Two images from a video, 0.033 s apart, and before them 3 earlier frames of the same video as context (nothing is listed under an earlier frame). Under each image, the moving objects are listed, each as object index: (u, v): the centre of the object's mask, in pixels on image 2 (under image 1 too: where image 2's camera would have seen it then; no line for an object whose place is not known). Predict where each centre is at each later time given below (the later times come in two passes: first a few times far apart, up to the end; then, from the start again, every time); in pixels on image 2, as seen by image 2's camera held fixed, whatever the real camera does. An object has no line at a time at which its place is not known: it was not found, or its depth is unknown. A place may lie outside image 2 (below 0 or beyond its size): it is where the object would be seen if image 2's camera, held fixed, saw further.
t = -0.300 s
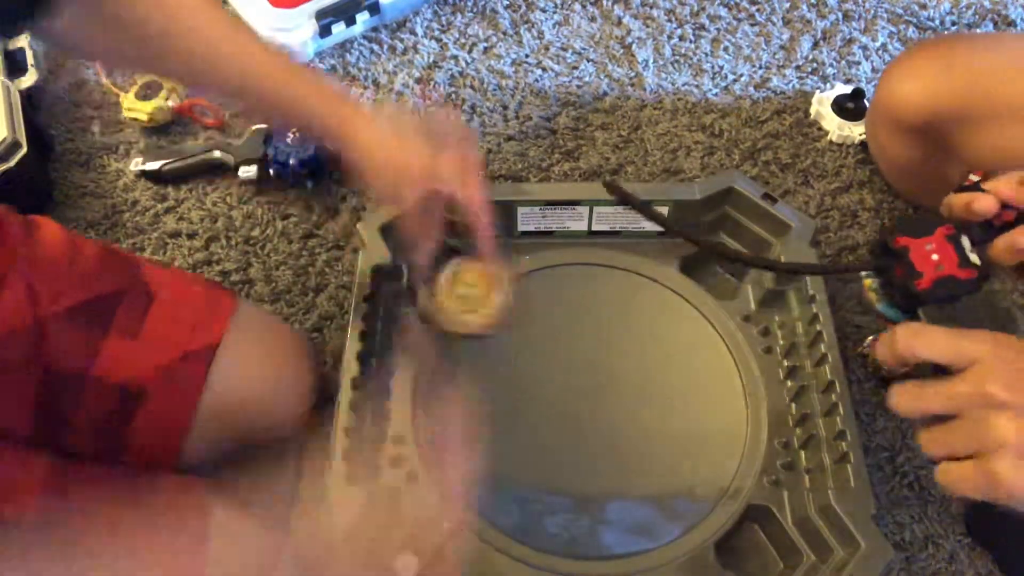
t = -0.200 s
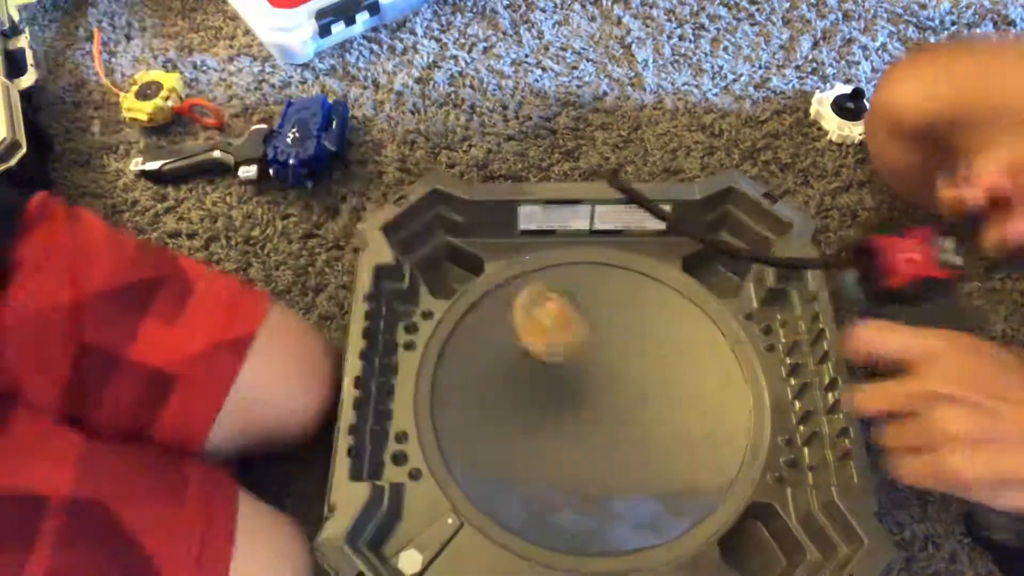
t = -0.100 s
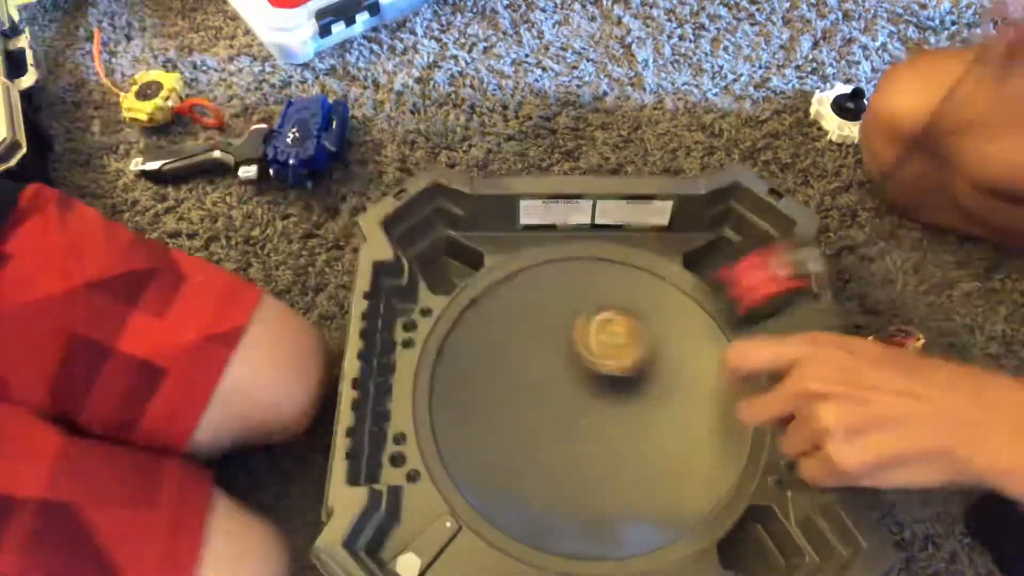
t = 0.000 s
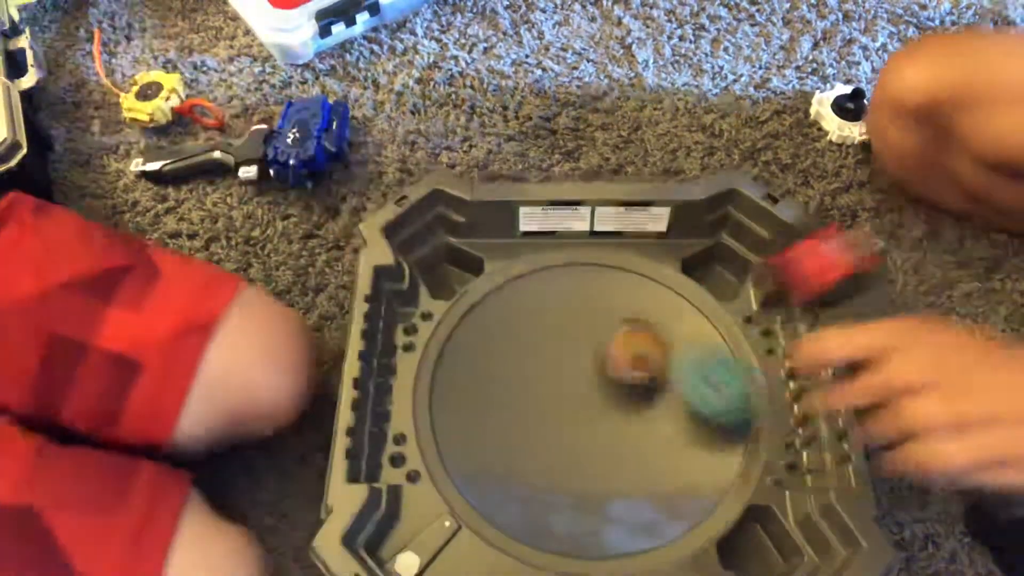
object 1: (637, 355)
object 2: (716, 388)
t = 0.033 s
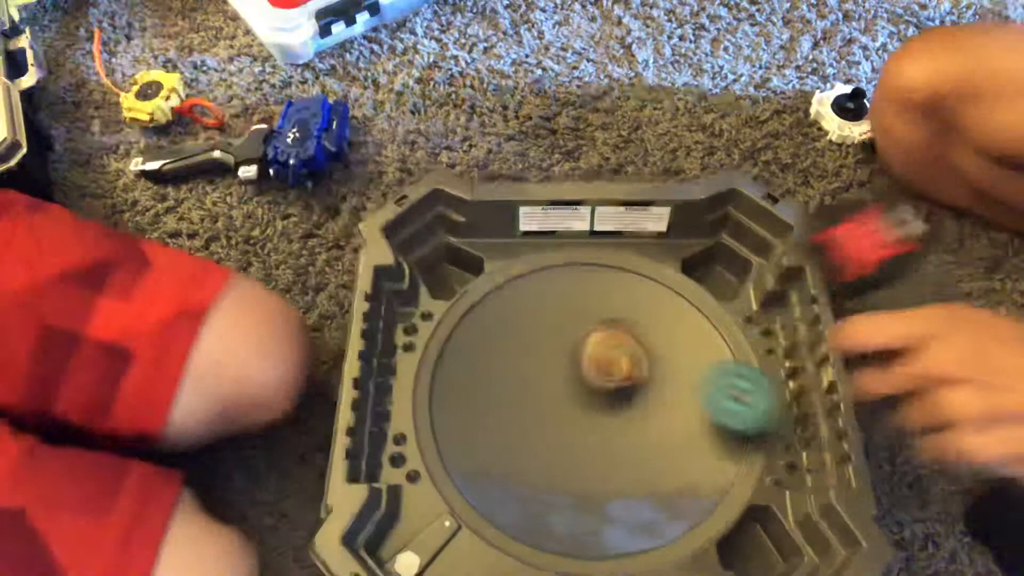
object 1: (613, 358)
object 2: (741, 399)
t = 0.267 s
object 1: (481, 401)
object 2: (653, 390)
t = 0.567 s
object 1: (481, 404)
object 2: (623, 425)
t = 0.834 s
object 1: (620, 431)
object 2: (700, 441)
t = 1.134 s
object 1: (629, 430)
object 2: (641, 354)
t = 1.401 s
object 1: (612, 449)
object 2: (487, 361)
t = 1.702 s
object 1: (559, 401)
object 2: (570, 526)
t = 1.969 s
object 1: (556, 391)
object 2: (711, 399)
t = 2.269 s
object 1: (583, 393)
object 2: (510, 279)
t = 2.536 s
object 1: (614, 390)
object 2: (469, 477)
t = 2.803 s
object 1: (613, 393)
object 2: (708, 456)
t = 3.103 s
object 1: (598, 401)
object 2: (616, 261)
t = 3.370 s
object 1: (594, 410)
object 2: (455, 377)
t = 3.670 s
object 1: (590, 407)
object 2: (682, 501)
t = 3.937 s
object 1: (586, 407)
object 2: (706, 328)
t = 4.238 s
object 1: (582, 404)
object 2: (516, 342)
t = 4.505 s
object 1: (589, 403)
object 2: (584, 514)
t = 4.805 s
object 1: (593, 406)
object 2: (718, 401)
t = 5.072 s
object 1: (588, 401)
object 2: (555, 321)
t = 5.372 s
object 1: (586, 402)
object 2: (525, 496)
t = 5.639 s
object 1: (592, 404)
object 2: (685, 443)
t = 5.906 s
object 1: (591, 402)
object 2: (580, 315)
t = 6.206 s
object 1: (586, 401)
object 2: (499, 434)
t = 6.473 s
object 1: (605, 385)
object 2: (623, 462)
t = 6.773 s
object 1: (607, 361)
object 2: (654, 422)
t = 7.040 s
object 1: (610, 327)
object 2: (629, 447)
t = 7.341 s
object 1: (596, 362)
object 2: (594, 448)
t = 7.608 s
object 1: (575, 368)
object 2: (553, 428)
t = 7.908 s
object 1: (592, 371)
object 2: (533, 410)
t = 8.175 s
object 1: (595, 373)
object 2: (526, 400)
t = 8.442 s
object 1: (601, 378)
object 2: (524, 394)
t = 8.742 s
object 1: (610, 396)
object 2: (527, 382)
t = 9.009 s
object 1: (613, 402)
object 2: (543, 372)
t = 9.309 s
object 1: (612, 423)
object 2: (561, 336)
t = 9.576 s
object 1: (613, 422)
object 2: (581, 343)
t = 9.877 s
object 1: (591, 422)
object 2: (623, 348)
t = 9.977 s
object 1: (591, 421)
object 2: (631, 354)
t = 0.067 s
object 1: (591, 362)
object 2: (746, 402)
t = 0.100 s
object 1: (568, 369)
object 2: (733, 401)
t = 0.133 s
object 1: (547, 377)
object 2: (716, 405)
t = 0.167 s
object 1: (530, 383)
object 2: (699, 402)
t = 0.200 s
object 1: (511, 390)
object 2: (681, 399)
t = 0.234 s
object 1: (496, 396)
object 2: (667, 394)
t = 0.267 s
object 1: (481, 401)
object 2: (653, 390)
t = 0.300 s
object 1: (466, 405)
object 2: (640, 386)
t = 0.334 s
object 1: (457, 407)
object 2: (630, 386)
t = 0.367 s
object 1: (451, 408)
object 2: (622, 385)
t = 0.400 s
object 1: (450, 409)
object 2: (618, 387)
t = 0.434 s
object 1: (452, 410)
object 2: (614, 392)
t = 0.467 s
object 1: (457, 409)
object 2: (613, 398)
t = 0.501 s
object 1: (463, 406)
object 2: (613, 408)
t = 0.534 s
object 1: (470, 405)
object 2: (616, 415)
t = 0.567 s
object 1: (481, 404)
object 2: (623, 425)
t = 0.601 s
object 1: (495, 406)
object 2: (632, 435)
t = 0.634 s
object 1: (511, 407)
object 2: (643, 444)
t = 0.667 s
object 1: (529, 409)
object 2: (654, 449)
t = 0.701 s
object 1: (547, 413)
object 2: (667, 453)
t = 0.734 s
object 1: (564, 416)
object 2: (677, 453)
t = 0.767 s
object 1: (584, 420)
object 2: (686, 451)
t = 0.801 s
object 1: (603, 426)
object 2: (692, 447)
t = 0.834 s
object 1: (620, 431)
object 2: (700, 441)
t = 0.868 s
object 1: (627, 432)
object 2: (717, 435)
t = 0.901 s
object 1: (629, 434)
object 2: (734, 428)
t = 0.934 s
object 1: (631, 434)
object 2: (743, 419)
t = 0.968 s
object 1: (633, 434)
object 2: (731, 401)
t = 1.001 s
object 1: (634, 434)
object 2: (717, 383)
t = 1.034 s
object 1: (634, 433)
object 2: (702, 369)
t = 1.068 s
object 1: (633, 432)
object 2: (685, 359)
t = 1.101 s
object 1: (631, 432)
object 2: (664, 354)
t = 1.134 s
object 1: (629, 430)
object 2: (641, 354)
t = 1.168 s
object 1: (627, 428)
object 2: (619, 357)
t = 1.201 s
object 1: (626, 427)
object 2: (598, 363)
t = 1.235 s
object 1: (625, 440)
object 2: (572, 356)
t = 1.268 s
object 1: (626, 446)
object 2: (549, 348)
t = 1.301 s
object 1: (622, 451)
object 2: (528, 345)
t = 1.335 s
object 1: (620, 453)
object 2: (510, 345)
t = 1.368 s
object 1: (616, 452)
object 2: (496, 352)
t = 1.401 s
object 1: (612, 449)
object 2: (487, 361)
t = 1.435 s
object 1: (606, 446)
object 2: (481, 376)
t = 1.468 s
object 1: (601, 440)
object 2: (480, 393)
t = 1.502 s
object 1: (595, 435)
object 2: (481, 413)
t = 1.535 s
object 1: (588, 431)
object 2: (485, 435)
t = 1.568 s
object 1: (580, 423)
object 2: (492, 459)
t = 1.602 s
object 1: (574, 416)
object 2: (508, 481)
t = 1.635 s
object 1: (569, 410)
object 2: (524, 500)
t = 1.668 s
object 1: (564, 406)
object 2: (547, 517)
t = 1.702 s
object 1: (559, 401)
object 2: (570, 526)
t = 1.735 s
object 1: (556, 397)
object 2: (597, 530)
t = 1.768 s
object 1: (554, 394)
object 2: (634, 528)
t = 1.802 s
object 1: (552, 393)
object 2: (658, 518)
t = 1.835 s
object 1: (550, 392)
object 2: (684, 502)
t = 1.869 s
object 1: (550, 392)
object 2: (700, 479)
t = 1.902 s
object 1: (551, 392)
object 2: (711, 454)
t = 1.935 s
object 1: (553, 392)
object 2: (714, 427)
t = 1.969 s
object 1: (556, 391)
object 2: (711, 399)
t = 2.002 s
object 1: (558, 390)
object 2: (700, 369)
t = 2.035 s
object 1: (561, 389)
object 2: (685, 344)
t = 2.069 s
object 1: (563, 388)
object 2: (665, 322)
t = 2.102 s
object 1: (564, 388)
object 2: (641, 303)
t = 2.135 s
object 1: (566, 388)
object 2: (615, 290)
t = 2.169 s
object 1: (570, 389)
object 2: (591, 281)
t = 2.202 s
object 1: (572, 389)
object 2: (564, 276)
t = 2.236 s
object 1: (577, 390)
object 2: (540, 276)
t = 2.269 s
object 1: (583, 393)
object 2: (510, 279)
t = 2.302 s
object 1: (586, 391)
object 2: (486, 290)
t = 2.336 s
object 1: (592, 393)
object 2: (469, 309)
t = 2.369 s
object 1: (595, 391)
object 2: (456, 334)
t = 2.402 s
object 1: (601, 391)
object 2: (445, 359)
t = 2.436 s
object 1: (605, 391)
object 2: (439, 388)
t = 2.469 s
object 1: (609, 391)
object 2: (442, 419)
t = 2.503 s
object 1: (612, 391)
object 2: (452, 449)
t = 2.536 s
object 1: (614, 390)
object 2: (469, 477)
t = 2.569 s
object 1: (616, 390)
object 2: (493, 499)
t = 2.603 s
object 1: (616, 389)
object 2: (524, 514)
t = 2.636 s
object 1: (616, 388)
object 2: (558, 523)
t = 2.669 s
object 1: (615, 389)
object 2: (593, 526)
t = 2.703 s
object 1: (615, 390)
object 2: (632, 519)
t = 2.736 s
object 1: (615, 391)
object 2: (662, 502)
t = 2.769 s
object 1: (614, 393)
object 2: (689, 480)
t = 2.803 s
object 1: (613, 393)
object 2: (708, 456)
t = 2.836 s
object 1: (612, 394)
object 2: (721, 430)
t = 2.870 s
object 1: (609, 394)
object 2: (728, 401)
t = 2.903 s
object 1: (607, 394)
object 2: (728, 374)
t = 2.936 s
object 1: (605, 395)
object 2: (722, 344)
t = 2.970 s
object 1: (603, 396)
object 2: (709, 319)
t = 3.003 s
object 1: (602, 397)
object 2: (694, 297)
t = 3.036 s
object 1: (600, 398)
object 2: (672, 281)
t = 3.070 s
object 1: (599, 400)
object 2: (642, 270)
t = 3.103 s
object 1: (598, 401)
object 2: (616, 261)
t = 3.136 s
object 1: (597, 403)
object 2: (583, 258)
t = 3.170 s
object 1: (595, 404)
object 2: (553, 261)
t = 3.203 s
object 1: (594, 405)
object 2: (528, 269)
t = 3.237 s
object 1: (593, 407)
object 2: (504, 282)
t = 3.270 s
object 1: (593, 409)
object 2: (483, 301)
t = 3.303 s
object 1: (593, 410)
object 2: (470, 321)
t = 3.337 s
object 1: (594, 409)
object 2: (458, 348)
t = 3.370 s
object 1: (594, 410)
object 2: (455, 377)
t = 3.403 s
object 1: (592, 410)
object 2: (458, 406)
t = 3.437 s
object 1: (592, 410)
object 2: (470, 438)
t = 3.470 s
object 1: (592, 409)
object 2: (491, 467)
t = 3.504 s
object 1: (593, 410)
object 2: (518, 490)
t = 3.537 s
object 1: (592, 409)
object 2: (548, 506)
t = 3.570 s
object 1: (592, 409)
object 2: (582, 515)
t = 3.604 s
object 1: (592, 408)
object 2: (622, 519)
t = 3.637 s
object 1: (591, 407)
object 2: (652, 513)
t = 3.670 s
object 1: (590, 407)
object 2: (682, 501)
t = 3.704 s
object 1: (588, 407)
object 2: (706, 482)
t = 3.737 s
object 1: (587, 407)
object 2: (728, 464)
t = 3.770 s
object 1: (587, 407)
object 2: (743, 442)
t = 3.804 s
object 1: (587, 407)
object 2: (747, 417)
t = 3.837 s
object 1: (587, 407)
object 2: (743, 393)
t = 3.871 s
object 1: (587, 407)
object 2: (736, 370)
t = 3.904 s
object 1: (587, 407)
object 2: (724, 347)
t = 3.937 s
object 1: (586, 407)
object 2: (706, 328)
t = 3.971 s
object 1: (586, 405)
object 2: (689, 313)
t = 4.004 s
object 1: (586, 404)
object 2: (671, 304)
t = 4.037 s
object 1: (586, 403)
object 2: (651, 300)
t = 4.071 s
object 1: (585, 402)
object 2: (629, 296)
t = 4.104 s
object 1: (583, 402)
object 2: (606, 296)
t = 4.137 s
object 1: (582, 401)
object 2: (582, 300)
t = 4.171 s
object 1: (582, 402)
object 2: (556, 309)
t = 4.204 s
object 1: (582, 403)
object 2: (534, 323)
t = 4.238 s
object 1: (582, 404)
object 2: (516, 342)
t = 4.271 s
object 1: (582, 403)
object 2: (503, 365)
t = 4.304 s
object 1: (583, 403)
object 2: (496, 390)
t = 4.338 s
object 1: (583, 403)
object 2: (497, 416)
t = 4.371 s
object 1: (584, 403)
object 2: (505, 444)
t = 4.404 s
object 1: (586, 403)
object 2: (519, 470)
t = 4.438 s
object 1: (587, 403)
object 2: (538, 488)
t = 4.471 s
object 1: (589, 404)
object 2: (559, 503)
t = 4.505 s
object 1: (589, 403)
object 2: (584, 514)
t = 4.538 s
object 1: (591, 405)
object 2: (613, 517)
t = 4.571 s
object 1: (591, 404)
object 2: (633, 516)
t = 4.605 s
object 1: (592, 405)
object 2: (658, 509)
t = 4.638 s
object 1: (593, 407)
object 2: (675, 499)
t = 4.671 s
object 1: (592, 406)
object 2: (691, 487)
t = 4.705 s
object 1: (593, 407)
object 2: (705, 469)
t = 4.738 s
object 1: (593, 406)
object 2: (714, 448)
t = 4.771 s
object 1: (593, 407)
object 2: (718, 424)
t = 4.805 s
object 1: (593, 406)
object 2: (718, 401)
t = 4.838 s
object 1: (592, 406)
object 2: (711, 377)
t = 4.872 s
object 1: (592, 405)
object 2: (697, 357)
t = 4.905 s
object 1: (592, 405)
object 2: (680, 340)
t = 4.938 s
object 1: (591, 403)
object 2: (656, 324)
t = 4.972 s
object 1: (590, 402)
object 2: (630, 315)
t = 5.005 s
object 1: (589, 402)
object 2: (605, 312)
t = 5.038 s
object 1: (589, 401)
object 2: (581, 314)
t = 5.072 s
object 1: (588, 401)
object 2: (555, 321)
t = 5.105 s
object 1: (587, 402)
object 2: (532, 331)
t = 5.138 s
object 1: (586, 401)
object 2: (512, 346)
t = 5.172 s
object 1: (585, 402)
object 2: (497, 365)
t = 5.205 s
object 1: (585, 402)
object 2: (487, 388)
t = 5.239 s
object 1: (584, 403)
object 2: (482, 409)
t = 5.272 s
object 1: (584, 402)
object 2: (483, 434)
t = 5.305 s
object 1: (585, 403)
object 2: (490, 459)
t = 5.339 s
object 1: (585, 403)
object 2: (505, 481)
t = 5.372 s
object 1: (586, 402)
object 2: (525, 496)
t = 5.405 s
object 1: (587, 402)
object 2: (549, 509)
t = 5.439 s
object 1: (588, 402)
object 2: (573, 515)
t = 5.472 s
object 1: (589, 402)
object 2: (599, 517)
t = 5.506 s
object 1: (590, 402)
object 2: (626, 511)
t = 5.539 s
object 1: (591, 403)
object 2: (647, 500)
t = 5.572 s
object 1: (592, 403)
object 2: (667, 484)
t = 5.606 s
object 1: (592, 404)
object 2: (678, 464)
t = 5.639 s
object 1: (592, 404)
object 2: (685, 443)
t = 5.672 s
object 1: (592, 404)
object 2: (687, 418)
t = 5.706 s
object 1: (593, 404)
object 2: (684, 397)
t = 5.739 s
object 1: (592, 404)
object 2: (674, 374)
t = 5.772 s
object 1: (593, 404)
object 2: (661, 356)
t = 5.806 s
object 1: (592, 404)
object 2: (645, 341)
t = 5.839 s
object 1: (592, 403)
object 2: (622, 327)
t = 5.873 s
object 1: (591, 403)
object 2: (600, 318)
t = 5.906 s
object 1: (591, 402)
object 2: (580, 315)
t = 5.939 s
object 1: (590, 401)
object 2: (558, 314)
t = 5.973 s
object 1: (589, 401)
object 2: (537, 320)
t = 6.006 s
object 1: (588, 400)
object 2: (520, 328)
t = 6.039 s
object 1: (587, 400)
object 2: (504, 341)
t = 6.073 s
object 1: (587, 401)
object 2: (494, 357)
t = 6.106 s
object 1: (586, 401)
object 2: (486, 374)
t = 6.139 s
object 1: (586, 401)
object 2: (485, 395)
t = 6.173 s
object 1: (586, 401)
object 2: (489, 413)
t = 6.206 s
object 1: (586, 401)
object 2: (499, 434)
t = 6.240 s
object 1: (586, 401)
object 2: (515, 449)
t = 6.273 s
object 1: (586, 401)
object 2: (535, 459)
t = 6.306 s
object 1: (587, 401)
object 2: (556, 464)
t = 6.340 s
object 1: (587, 399)
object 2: (576, 466)
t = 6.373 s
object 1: (591, 395)
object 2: (591, 469)
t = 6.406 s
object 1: (597, 390)
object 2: (603, 470)
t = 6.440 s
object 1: (601, 388)
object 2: (614, 467)
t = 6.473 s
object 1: (605, 385)
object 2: (623, 462)
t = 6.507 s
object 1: (607, 385)
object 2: (630, 457)
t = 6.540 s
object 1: (609, 385)
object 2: (637, 450)
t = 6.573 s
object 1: (611, 384)
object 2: (642, 443)
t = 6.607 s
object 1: (611, 379)
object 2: (646, 444)
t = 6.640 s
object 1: (610, 370)
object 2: (649, 442)
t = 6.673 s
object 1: (610, 366)
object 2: (651, 440)
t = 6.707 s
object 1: (608, 360)
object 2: (654, 434)
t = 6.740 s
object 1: (607, 360)
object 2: (655, 429)
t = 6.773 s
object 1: (607, 361)
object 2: (654, 422)
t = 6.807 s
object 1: (606, 361)
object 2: (651, 419)
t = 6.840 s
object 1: (605, 354)
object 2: (649, 424)
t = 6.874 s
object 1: (605, 344)
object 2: (645, 430)
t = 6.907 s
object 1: (604, 334)
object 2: (641, 436)
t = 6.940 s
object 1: (606, 329)
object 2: (638, 439)
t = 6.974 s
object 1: (608, 327)
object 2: (635, 442)
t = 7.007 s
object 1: (609, 326)
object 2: (632, 445)
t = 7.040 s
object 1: (610, 327)
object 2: (629, 447)
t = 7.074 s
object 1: (609, 330)
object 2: (626, 449)
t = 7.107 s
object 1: (608, 334)
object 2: (623, 451)
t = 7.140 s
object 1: (608, 338)
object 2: (620, 452)
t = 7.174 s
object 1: (608, 342)
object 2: (617, 452)
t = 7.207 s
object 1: (608, 346)
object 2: (613, 452)
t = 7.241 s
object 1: (607, 351)
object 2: (607, 452)
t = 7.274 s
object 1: (603, 354)
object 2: (603, 451)
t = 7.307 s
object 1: (599, 358)
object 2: (599, 450)
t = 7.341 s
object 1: (596, 362)
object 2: (594, 448)
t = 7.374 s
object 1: (591, 365)
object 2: (589, 445)
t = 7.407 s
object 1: (587, 369)
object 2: (584, 442)
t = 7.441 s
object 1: (582, 370)
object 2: (579, 440)
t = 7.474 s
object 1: (579, 370)
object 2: (573, 438)
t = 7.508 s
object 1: (576, 369)
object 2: (568, 435)
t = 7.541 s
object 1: (575, 368)
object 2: (563, 432)
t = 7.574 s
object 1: (575, 368)
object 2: (559, 430)
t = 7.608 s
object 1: (575, 368)
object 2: (553, 428)
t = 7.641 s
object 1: (577, 369)
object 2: (549, 425)
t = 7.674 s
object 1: (578, 369)
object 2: (544, 423)
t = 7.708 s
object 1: (580, 369)
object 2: (541, 421)
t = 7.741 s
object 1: (582, 371)
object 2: (538, 419)
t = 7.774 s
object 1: (585, 372)
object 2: (535, 416)
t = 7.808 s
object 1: (587, 372)
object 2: (534, 415)
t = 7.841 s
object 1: (588, 372)
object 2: (532, 412)
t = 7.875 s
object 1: (591, 371)
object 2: (533, 411)
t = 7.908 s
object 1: (592, 371)
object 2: (533, 410)
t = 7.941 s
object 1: (593, 370)
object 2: (533, 408)
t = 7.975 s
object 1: (594, 370)
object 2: (532, 407)
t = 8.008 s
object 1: (595, 370)
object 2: (531, 405)
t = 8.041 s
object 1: (595, 370)
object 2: (531, 404)
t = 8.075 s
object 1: (594, 371)
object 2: (531, 403)
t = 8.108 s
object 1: (595, 372)
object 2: (528, 402)
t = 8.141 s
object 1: (595, 372)
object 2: (527, 401)
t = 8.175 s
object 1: (595, 373)
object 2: (526, 400)
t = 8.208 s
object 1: (594, 373)
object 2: (527, 400)
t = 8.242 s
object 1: (595, 373)
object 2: (527, 400)
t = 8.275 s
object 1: (595, 373)
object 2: (527, 399)
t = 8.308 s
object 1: (595, 374)
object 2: (528, 399)
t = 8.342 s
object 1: (597, 374)
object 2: (527, 397)
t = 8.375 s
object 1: (600, 375)
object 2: (524, 395)
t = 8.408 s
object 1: (600, 376)
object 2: (523, 394)
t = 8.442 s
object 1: (601, 378)
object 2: (524, 394)
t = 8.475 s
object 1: (601, 381)
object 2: (526, 393)
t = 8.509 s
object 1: (601, 382)
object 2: (528, 392)
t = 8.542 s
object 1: (601, 385)
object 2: (531, 391)
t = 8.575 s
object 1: (603, 388)
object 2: (531, 391)
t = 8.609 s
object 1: (605, 391)
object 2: (530, 389)
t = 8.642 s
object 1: (604, 393)
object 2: (530, 388)
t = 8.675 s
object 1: (603, 393)
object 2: (531, 388)
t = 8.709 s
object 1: (607, 395)
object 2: (529, 385)
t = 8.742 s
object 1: (610, 396)
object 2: (527, 382)
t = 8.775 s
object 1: (612, 397)
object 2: (526, 380)
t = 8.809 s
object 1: (611, 398)
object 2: (526, 379)
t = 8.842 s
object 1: (612, 399)
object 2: (526, 378)
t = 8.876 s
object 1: (612, 399)
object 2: (529, 377)
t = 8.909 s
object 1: (612, 400)
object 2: (531, 376)
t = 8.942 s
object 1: (612, 401)
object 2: (535, 375)
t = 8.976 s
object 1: (612, 401)
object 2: (538, 373)
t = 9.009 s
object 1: (613, 402)
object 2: (543, 372)
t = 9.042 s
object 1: (613, 402)
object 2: (547, 370)
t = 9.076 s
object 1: (613, 403)
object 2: (551, 367)
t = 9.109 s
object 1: (613, 405)
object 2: (554, 360)
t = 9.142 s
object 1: (614, 410)
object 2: (555, 353)
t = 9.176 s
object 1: (613, 414)
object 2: (556, 348)
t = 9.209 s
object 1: (614, 418)
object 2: (557, 345)
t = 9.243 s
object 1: (614, 420)
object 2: (559, 342)
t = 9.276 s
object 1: (614, 421)
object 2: (560, 339)
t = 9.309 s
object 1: (612, 423)
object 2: (561, 336)
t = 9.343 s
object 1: (612, 424)
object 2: (561, 335)
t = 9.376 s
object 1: (612, 424)
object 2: (563, 334)
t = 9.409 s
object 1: (612, 425)
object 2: (565, 334)
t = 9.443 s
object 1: (612, 426)
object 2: (568, 333)
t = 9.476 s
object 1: (613, 425)
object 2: (570, 334)
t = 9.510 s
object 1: (612, 423)
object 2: (573, 335)
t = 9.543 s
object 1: (613, 423)
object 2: (576, 339)
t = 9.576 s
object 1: (613, 422)
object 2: (581, 343)
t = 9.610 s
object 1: (612, 420)
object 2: (585, 346)
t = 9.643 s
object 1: (611, 418)
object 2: (590, 351)
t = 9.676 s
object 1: (608, 419)
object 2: (597, 352)
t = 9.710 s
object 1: (603, 421)
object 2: (603, 350)
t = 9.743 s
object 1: (598, 422)
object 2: (608, 349)
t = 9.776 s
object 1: (594, 421)
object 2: (613, 348)
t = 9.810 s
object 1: (593, 420)
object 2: (617, 348)
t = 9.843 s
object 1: (592, 421)
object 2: (620, 348)
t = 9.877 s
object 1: (591, 422)
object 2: (623, 348)
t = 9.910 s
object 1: (591, 422)
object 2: (626, 350)
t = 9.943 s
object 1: (591, 422)
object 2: (629, 351)
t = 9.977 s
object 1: (591, 421)
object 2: (631, 354)
